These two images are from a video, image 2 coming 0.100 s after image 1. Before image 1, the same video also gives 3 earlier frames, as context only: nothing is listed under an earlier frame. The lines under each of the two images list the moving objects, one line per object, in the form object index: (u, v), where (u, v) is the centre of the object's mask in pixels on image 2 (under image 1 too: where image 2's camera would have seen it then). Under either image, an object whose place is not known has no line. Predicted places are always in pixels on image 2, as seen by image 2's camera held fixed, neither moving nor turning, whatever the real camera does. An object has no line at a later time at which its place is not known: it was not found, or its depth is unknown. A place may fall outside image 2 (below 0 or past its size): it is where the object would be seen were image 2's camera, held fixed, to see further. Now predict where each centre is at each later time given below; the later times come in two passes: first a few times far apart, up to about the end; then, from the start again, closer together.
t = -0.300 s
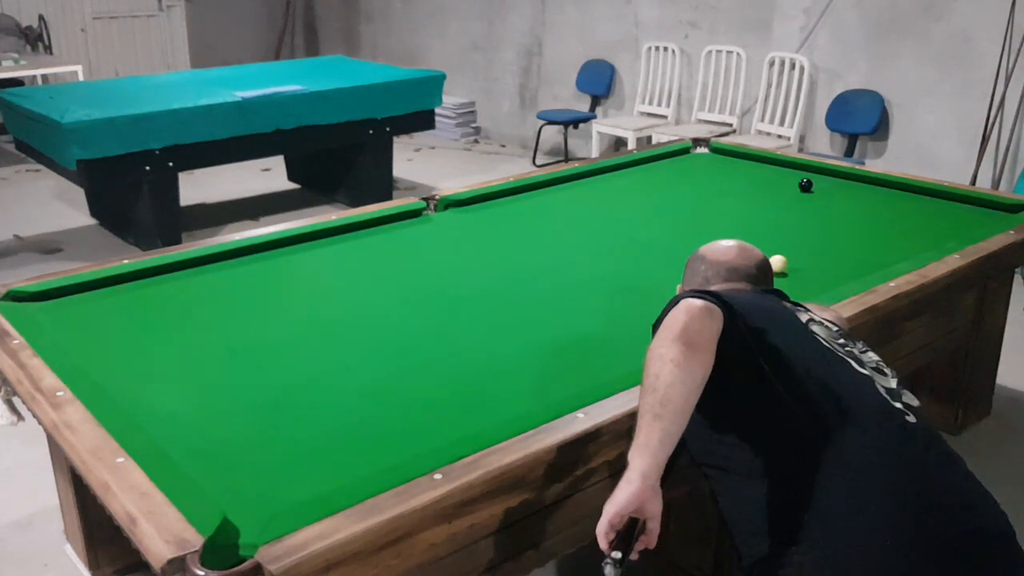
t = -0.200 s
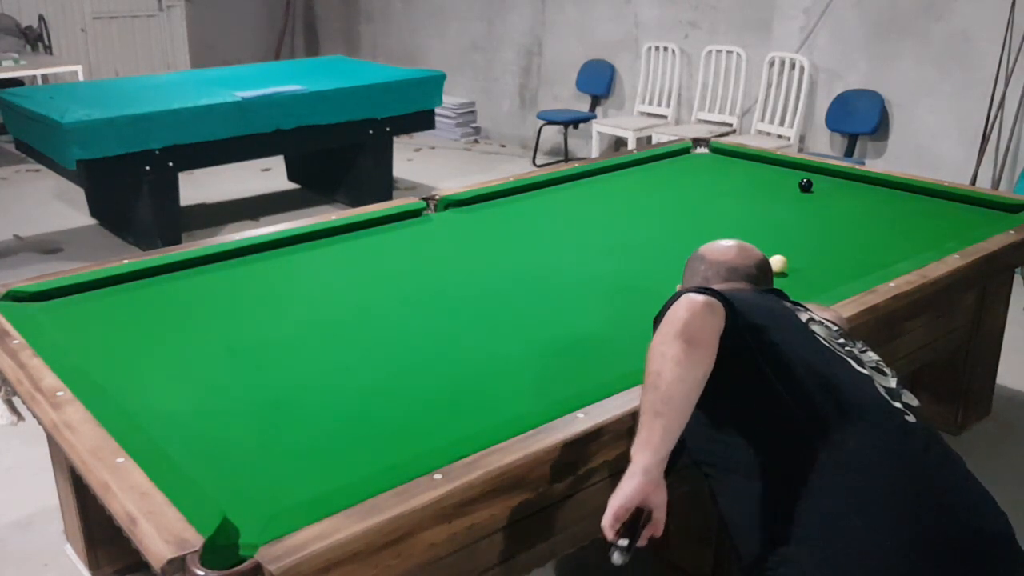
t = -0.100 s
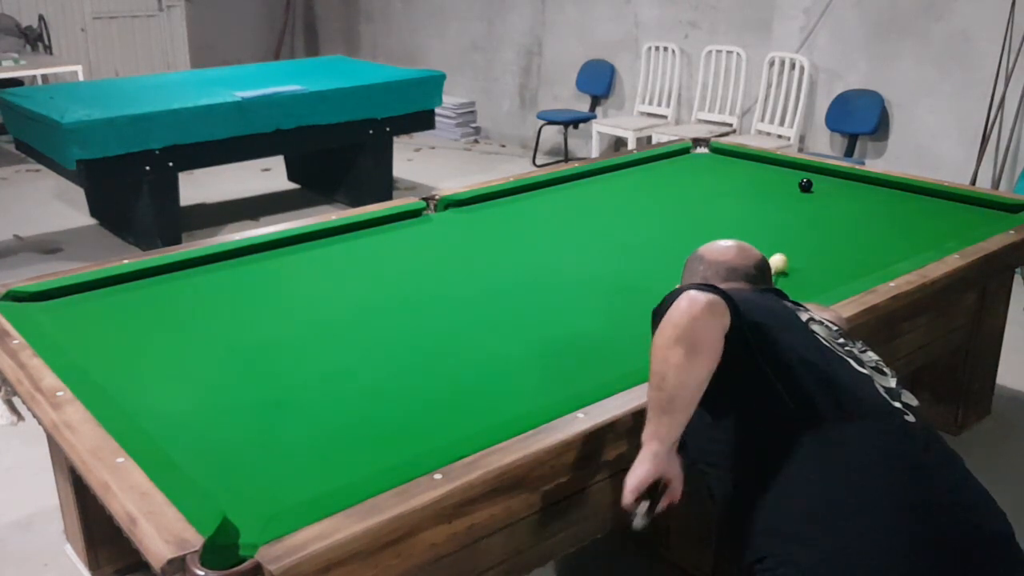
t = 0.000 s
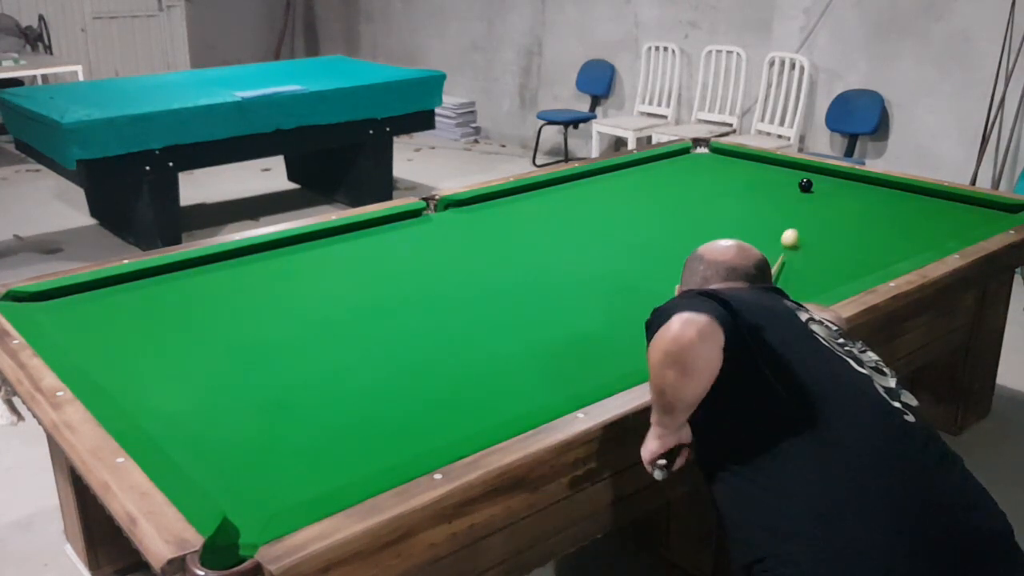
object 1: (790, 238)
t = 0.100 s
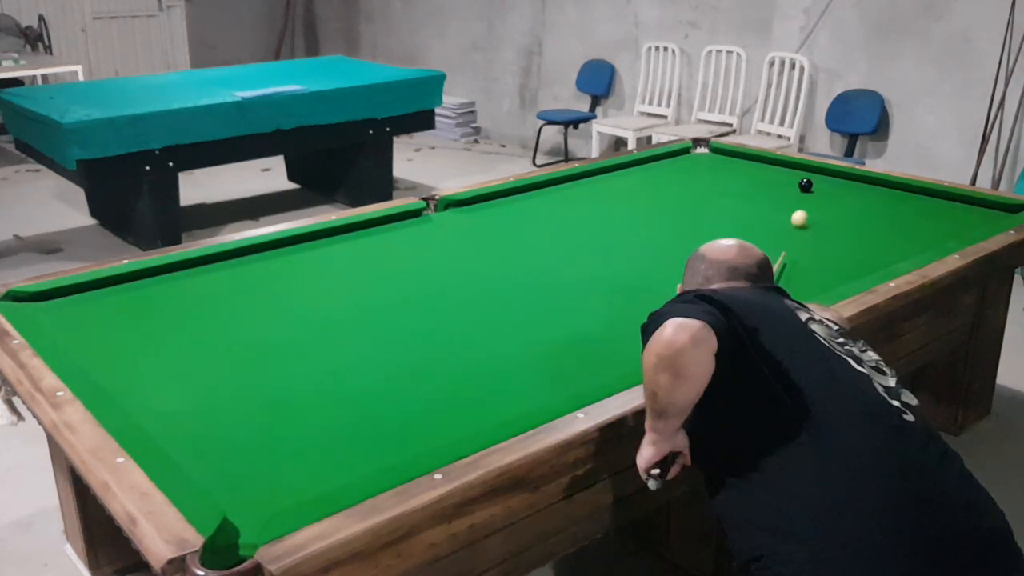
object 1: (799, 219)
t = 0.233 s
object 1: (809, 197)
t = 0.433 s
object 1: (848, 181)
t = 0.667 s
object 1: (836, 187)
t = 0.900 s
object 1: (806, 198)
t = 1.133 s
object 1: (774, 210)
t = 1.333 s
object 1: (745, 220)
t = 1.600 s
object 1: (705, 235)
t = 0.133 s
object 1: (802, 213)
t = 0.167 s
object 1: (804, 208)
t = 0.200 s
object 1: (807, 202)
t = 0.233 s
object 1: (809, 197)
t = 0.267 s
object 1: (811, 193)
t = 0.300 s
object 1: (814, 188)
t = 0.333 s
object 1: (822, 186)
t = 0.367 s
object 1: (831, 185)
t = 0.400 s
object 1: (840, 183)
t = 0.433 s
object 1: (848, 181)
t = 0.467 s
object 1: (855, 179)
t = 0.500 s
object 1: (859, 178)
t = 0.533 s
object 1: (854, 180)
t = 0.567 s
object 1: (849, 182)
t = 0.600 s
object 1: (845, 184)
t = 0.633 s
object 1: (841, 185)
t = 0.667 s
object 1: (836, 187)
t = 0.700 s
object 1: (832, 188)
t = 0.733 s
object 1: (828, 190)
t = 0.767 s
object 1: (823, 191)
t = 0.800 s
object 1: (819, 193)
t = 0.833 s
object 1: (815, 195)
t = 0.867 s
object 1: (810, 196)
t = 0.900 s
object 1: (806, 198)
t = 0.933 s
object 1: (802, 200)
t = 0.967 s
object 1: (797, 202)
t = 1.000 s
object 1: (792, 203)
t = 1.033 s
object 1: (788, 205)
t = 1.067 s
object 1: (783, 207)
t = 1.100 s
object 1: (778, 208)
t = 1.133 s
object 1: (774, 210)
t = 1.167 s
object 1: (769, 212)
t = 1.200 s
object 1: (764, 214)
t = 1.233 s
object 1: (759, 215)
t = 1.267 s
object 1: (755, 217)
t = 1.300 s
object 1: (750, 219)
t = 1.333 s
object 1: (745, 220)
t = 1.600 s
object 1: (705, 235)
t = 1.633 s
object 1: (700, 237)
